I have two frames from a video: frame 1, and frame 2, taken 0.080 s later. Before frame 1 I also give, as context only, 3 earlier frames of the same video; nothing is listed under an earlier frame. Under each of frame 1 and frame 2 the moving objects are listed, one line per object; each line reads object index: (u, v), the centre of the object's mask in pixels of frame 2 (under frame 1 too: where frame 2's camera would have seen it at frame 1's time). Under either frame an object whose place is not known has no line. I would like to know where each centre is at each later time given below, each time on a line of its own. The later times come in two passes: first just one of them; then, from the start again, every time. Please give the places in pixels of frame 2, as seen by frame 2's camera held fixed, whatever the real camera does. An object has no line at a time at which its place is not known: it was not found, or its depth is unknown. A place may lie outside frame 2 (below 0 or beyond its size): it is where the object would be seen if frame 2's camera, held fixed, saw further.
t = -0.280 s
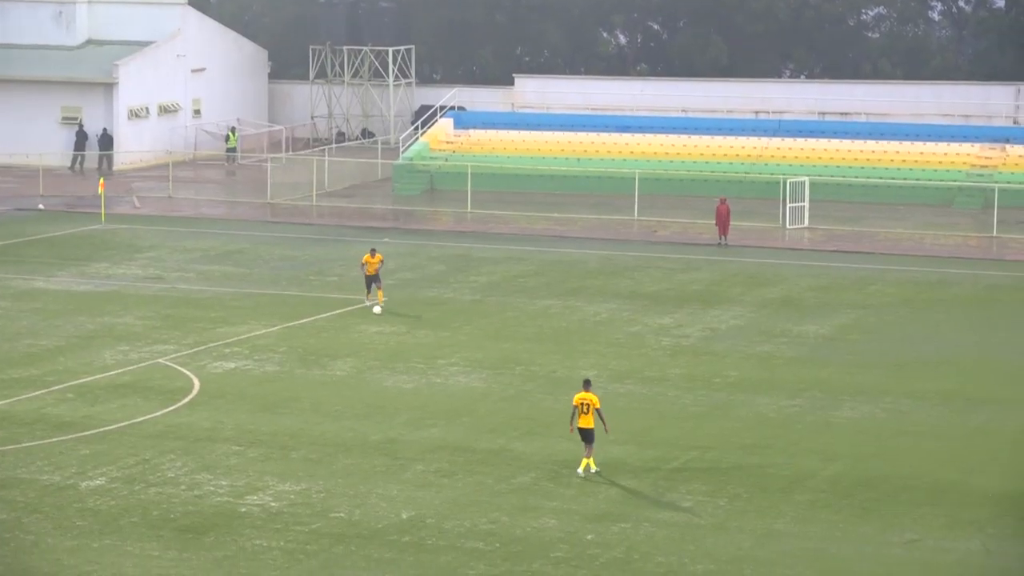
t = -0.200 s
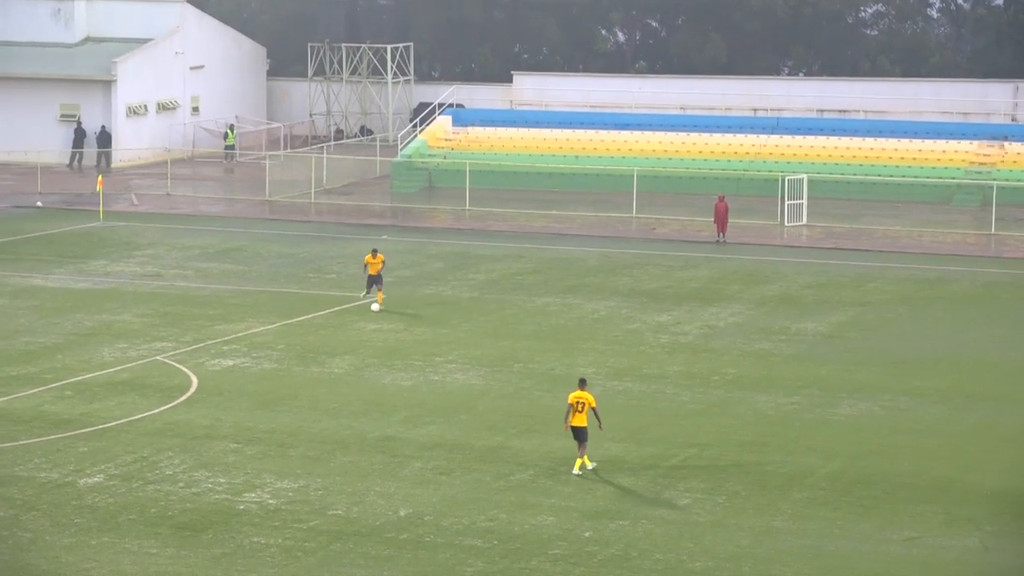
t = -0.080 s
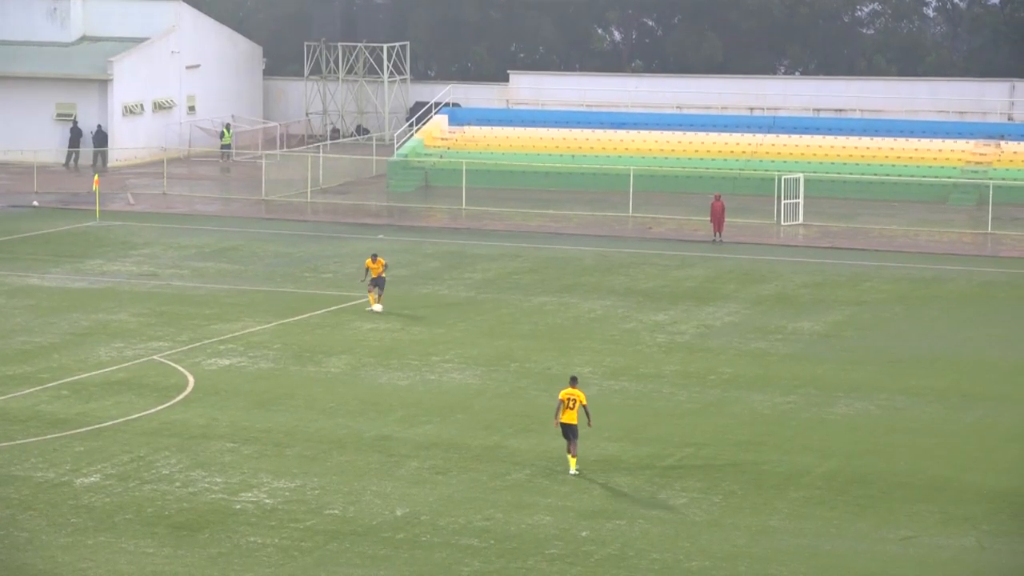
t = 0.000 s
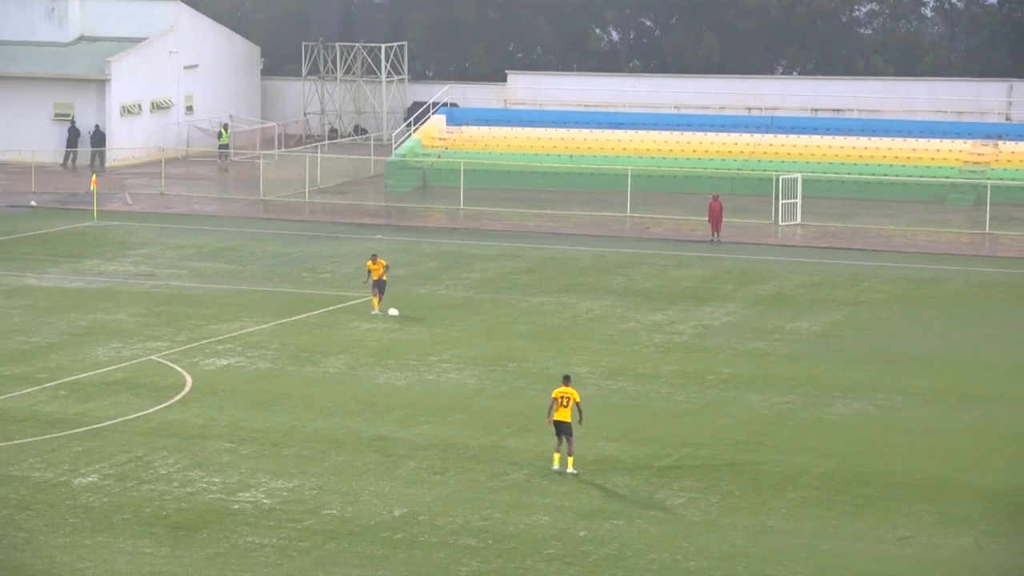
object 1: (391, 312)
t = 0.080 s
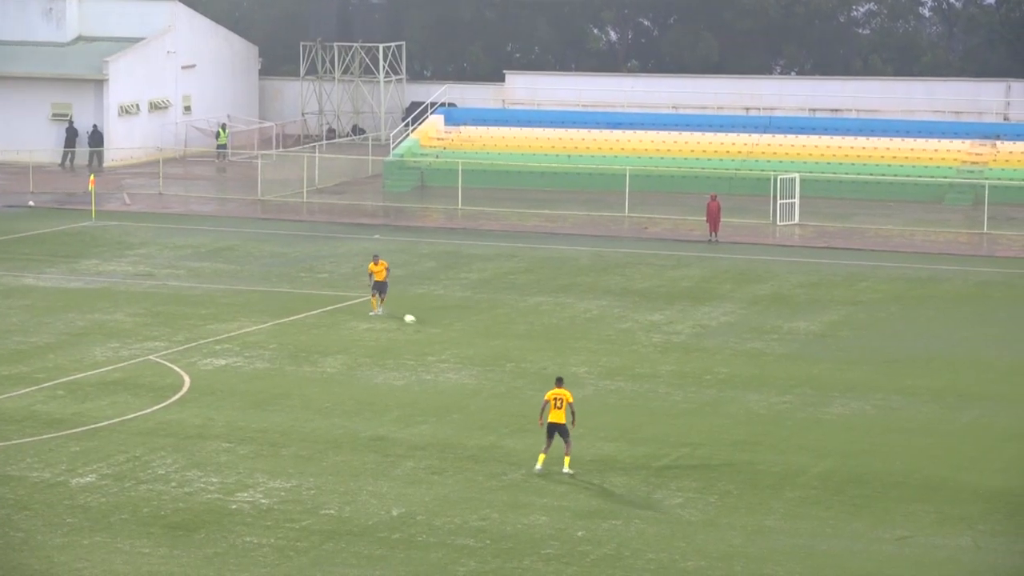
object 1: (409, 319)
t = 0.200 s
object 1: (438, 334)
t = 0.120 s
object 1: (419, 323)
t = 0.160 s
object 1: (428, 328)
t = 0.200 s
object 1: (438, 334)
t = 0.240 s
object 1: (447, 340)
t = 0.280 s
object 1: (456, 345)
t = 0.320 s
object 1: (466, 347)
